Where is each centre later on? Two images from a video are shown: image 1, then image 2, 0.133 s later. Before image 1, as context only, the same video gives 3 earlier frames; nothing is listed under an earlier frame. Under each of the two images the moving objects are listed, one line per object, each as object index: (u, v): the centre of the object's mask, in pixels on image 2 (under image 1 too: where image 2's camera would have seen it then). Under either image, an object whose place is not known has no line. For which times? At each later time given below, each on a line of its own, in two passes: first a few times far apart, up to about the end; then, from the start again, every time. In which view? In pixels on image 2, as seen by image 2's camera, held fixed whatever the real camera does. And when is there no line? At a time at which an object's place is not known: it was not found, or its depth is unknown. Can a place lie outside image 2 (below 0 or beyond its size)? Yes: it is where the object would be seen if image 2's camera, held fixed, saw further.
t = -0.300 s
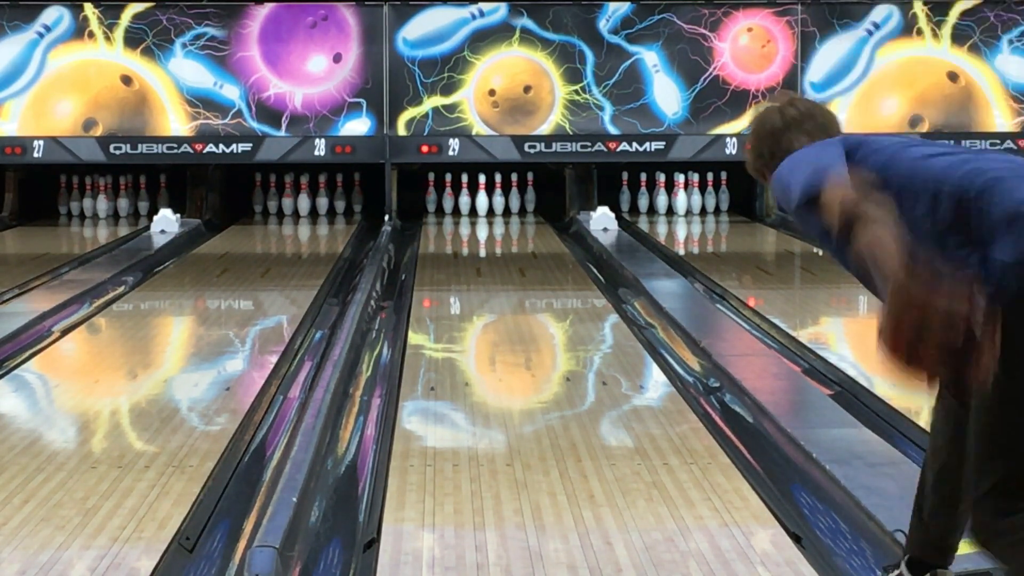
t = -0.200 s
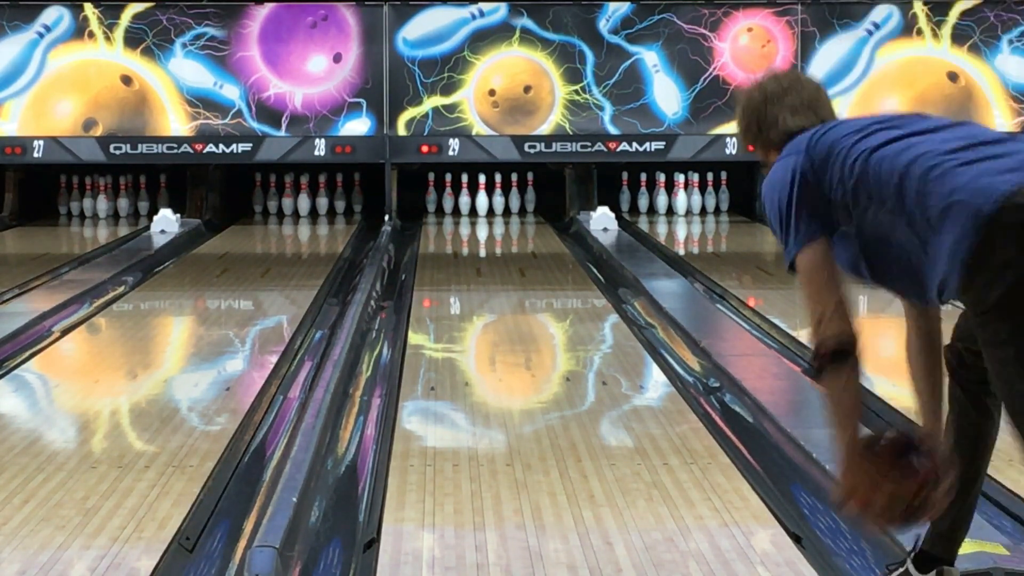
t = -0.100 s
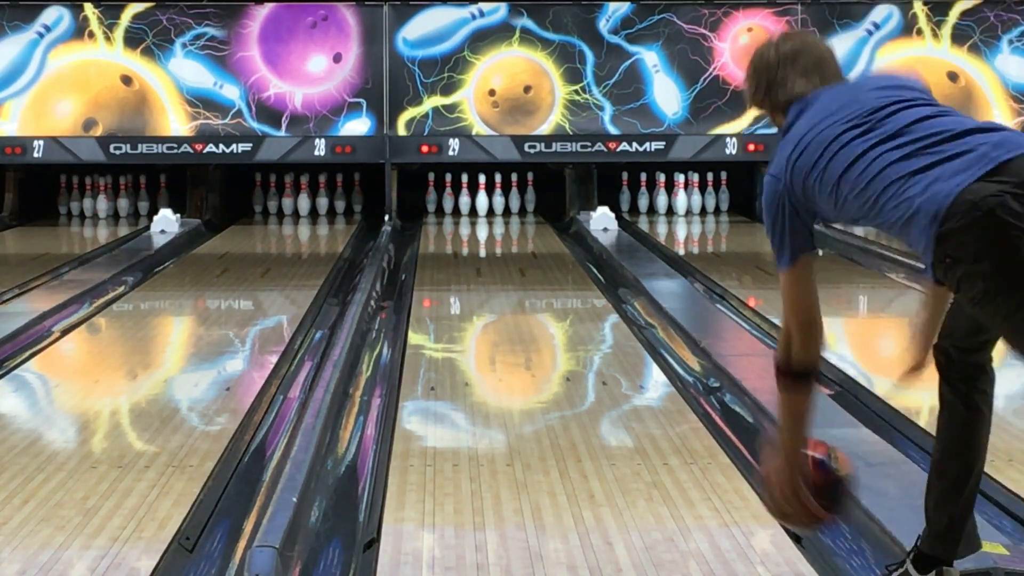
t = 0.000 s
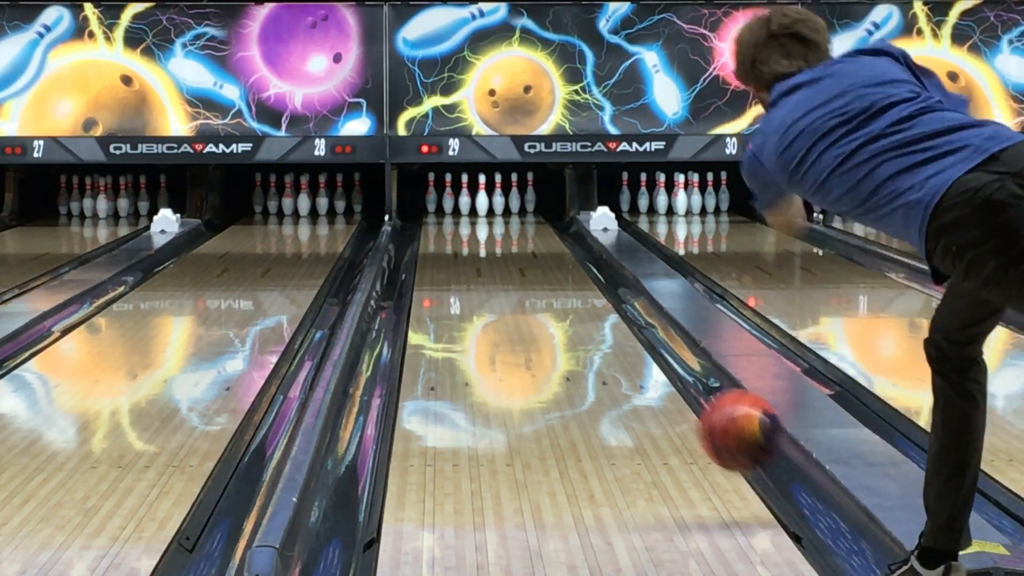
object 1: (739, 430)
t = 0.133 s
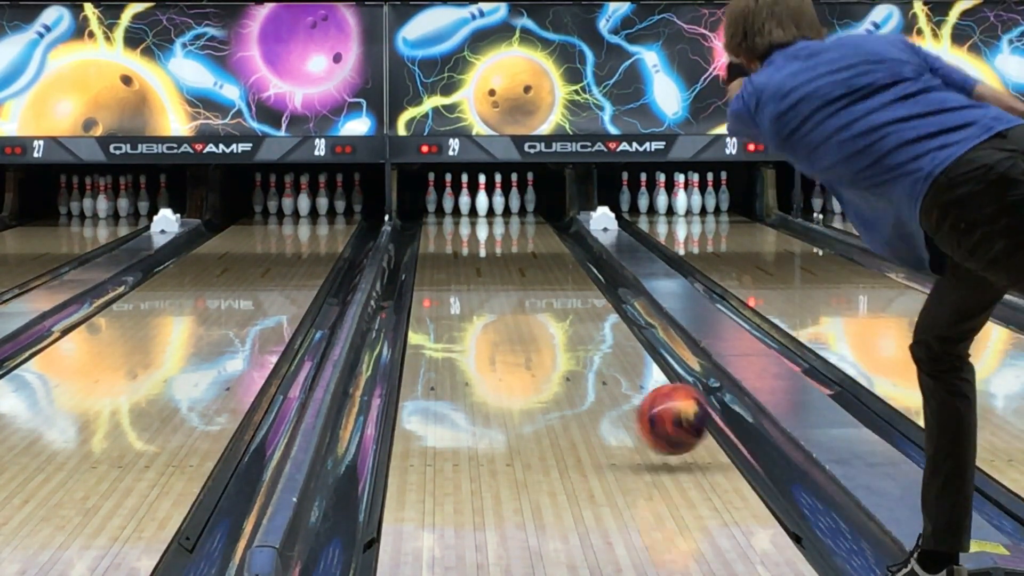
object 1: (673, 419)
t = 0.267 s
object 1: (620, 396)
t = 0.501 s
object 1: (555, 345)
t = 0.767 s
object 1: (506, 304)
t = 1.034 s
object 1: (471, 274)
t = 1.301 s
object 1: (447, 252)
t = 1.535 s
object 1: (436, 236)
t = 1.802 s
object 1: (438, 223)
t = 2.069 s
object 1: (456, 212)
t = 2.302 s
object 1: (472, 205)
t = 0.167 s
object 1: (658, 425)
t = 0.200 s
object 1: (644, 414)
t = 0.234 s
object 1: (631, 404)
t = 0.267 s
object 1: (620, 396)
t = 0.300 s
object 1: (609, 387)
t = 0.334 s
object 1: (599, 380)
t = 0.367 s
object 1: (589, 372)
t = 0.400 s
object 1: (581, 364)
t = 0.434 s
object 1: (571, 358)
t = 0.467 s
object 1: (563, 352)
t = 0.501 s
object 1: (555, 345)
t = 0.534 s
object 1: (548, 339)
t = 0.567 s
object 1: (541, 334)
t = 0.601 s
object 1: (534, 328)
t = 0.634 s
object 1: (528, 323)
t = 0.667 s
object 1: (522, 318)
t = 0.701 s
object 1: (517, 313)
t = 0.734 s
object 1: (511, 309)
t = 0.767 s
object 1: (506, 304)
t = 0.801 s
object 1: (501, 299)
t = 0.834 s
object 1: (496, 295)
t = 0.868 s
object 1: (491, 291)
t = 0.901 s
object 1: (487, 287)
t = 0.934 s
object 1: (483, 284)
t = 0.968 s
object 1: (479, 281)
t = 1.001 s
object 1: (475, 277)
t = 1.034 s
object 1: (471, 274)
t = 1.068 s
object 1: (468, 271)
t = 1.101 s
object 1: (464, 268)
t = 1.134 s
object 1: (461, 265)
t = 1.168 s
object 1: (458, 262)
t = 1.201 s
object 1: (455, 260)
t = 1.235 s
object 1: (452, 257)
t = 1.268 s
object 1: (450, 254)
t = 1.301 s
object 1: (447, 252)
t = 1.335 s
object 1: (445, 249)
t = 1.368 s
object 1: (443, 247)
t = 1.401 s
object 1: (441, 246)
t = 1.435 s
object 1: (439, 243)
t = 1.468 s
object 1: (438, 241)
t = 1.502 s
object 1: (436, 238)
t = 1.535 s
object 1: (436, 236)
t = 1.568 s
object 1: (435, 235)
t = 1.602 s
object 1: (435, 233)
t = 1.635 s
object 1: (435, 231)
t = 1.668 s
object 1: (435, 229)
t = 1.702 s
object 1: (435, 228)
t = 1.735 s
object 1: (436, 226)
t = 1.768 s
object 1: (437, 224)
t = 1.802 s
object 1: (438, 223)
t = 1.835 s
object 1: (439, 222)
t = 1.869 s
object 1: (441, 221)
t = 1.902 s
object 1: (443, 219)
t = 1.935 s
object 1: (445, 218)
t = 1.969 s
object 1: (447, 216)
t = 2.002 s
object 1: (450, 215)
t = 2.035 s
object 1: (453, 214)
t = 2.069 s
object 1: (456, 212)
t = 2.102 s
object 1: (459, 211)
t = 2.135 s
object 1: (461, 210)
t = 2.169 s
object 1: (463, 210)
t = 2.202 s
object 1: (466, 208)
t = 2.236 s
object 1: (469, 206)
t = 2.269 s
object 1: (471, 206)
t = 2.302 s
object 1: (472, 205)
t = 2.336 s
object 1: (471, 205)
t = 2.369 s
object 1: (473, 204)
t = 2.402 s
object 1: (473, 203)
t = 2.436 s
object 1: (475, 203)
